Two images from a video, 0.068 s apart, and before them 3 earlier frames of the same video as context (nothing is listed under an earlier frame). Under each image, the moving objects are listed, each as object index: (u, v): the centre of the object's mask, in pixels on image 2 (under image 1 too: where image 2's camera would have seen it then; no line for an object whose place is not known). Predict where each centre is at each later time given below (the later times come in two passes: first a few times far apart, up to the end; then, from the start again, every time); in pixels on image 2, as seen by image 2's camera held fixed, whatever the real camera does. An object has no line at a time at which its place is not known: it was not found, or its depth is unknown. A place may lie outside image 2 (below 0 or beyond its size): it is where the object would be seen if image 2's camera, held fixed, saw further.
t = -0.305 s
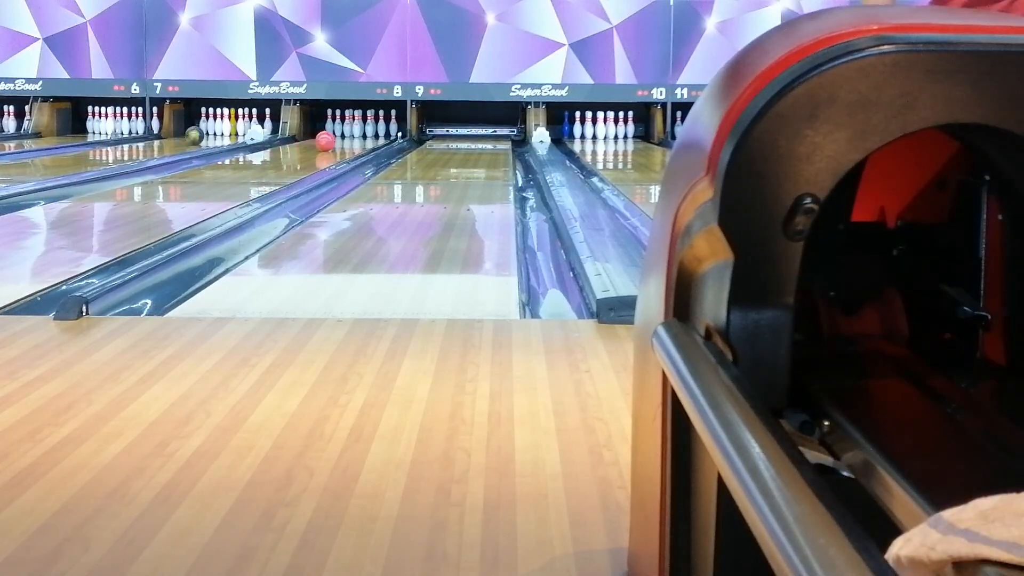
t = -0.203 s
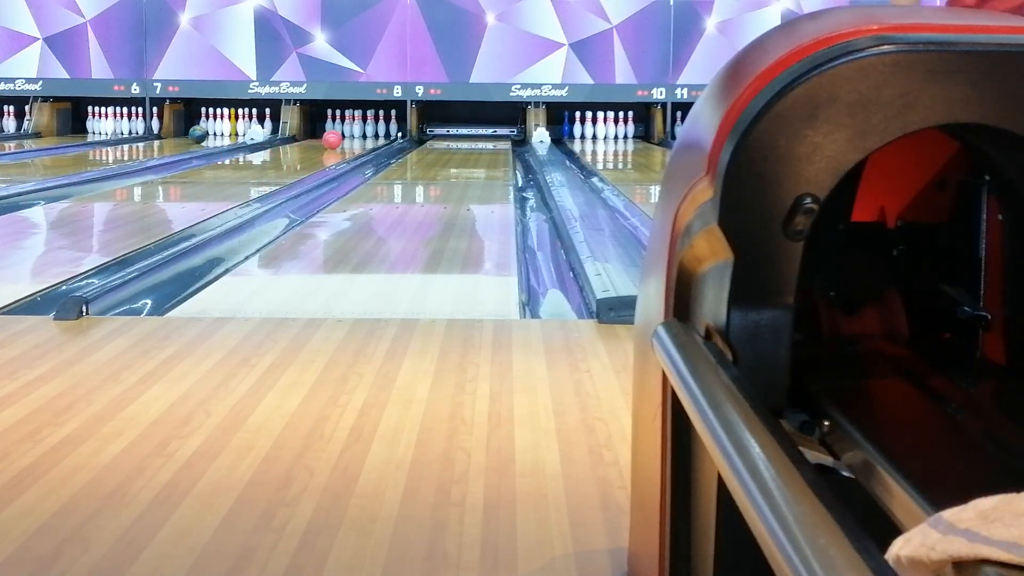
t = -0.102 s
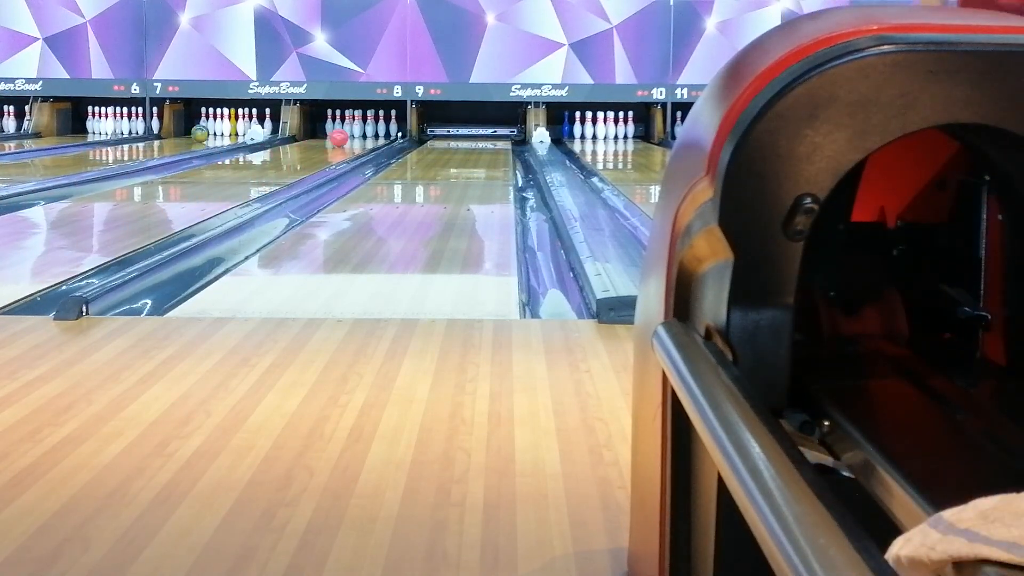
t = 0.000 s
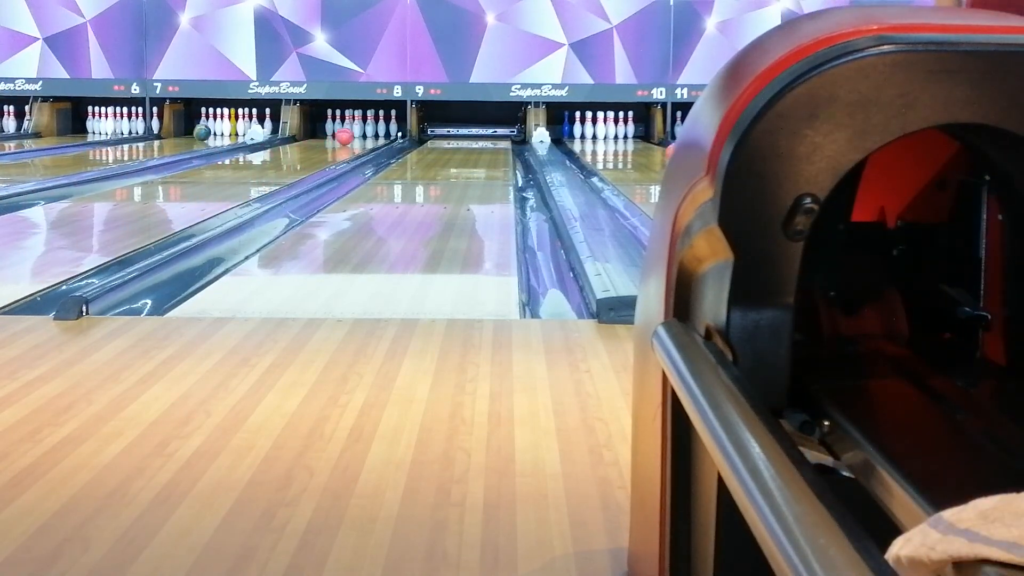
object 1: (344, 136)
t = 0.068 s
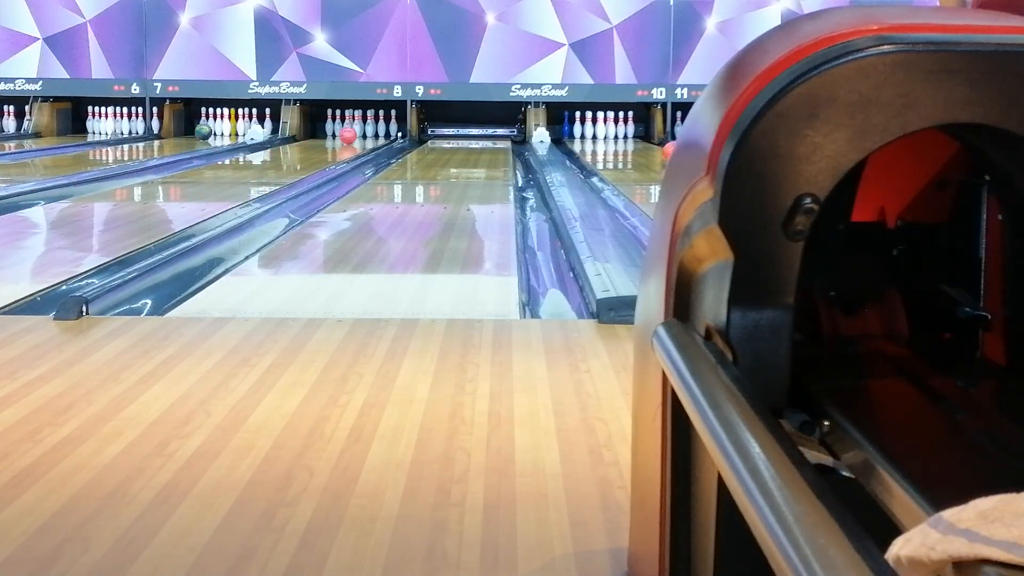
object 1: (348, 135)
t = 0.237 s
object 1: (356, 133)
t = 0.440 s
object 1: (364, 131)
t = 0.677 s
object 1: (375, 129)
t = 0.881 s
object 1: (379, 129)
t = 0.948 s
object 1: (379, 129)
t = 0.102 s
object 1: (349, 135)
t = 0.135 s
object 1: (351, 135)
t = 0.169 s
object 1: (353, 133)
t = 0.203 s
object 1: (355, 133)
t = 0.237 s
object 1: (356, 133)
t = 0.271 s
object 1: (358, 132)
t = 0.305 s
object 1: (359, 132)
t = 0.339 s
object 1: (360, 132)
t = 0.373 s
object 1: (362, 132)
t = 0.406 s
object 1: (363, 131)
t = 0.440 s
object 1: (364, 131)
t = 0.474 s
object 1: (366, 131)
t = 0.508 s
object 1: (367, 131)
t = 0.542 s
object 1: (368, 130)
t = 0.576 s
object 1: (370, 130)
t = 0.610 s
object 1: (372, 130)
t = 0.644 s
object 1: (374, 129)
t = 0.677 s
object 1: (375, 129)
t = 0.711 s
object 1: (376, 129)
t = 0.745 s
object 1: (377, 129)
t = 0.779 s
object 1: (377, 129)
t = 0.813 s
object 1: (378, 129)
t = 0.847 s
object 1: (378, 129)
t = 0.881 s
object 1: (379, 129)
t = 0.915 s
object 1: (379, 129)
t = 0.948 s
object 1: (379, 129)
